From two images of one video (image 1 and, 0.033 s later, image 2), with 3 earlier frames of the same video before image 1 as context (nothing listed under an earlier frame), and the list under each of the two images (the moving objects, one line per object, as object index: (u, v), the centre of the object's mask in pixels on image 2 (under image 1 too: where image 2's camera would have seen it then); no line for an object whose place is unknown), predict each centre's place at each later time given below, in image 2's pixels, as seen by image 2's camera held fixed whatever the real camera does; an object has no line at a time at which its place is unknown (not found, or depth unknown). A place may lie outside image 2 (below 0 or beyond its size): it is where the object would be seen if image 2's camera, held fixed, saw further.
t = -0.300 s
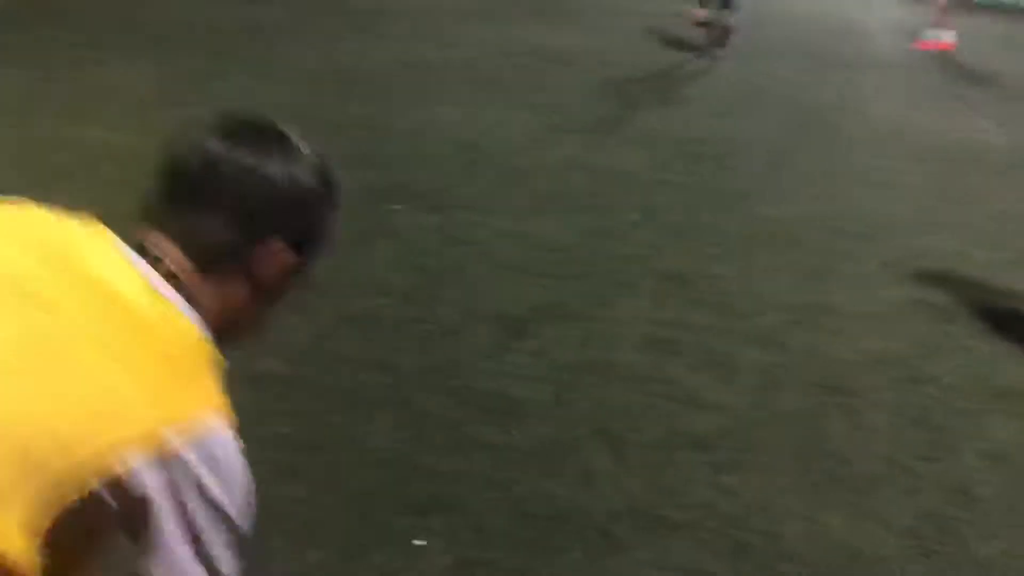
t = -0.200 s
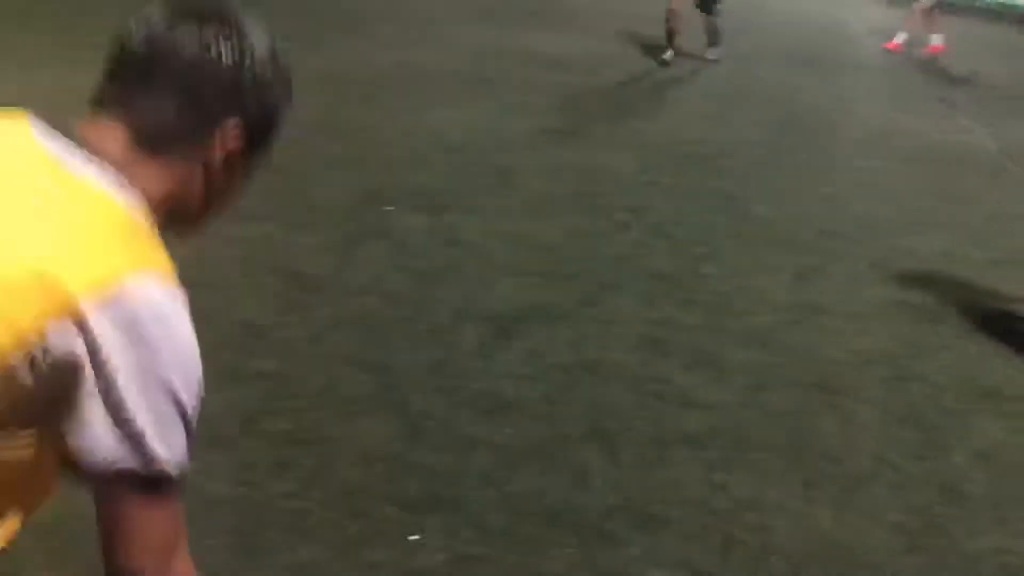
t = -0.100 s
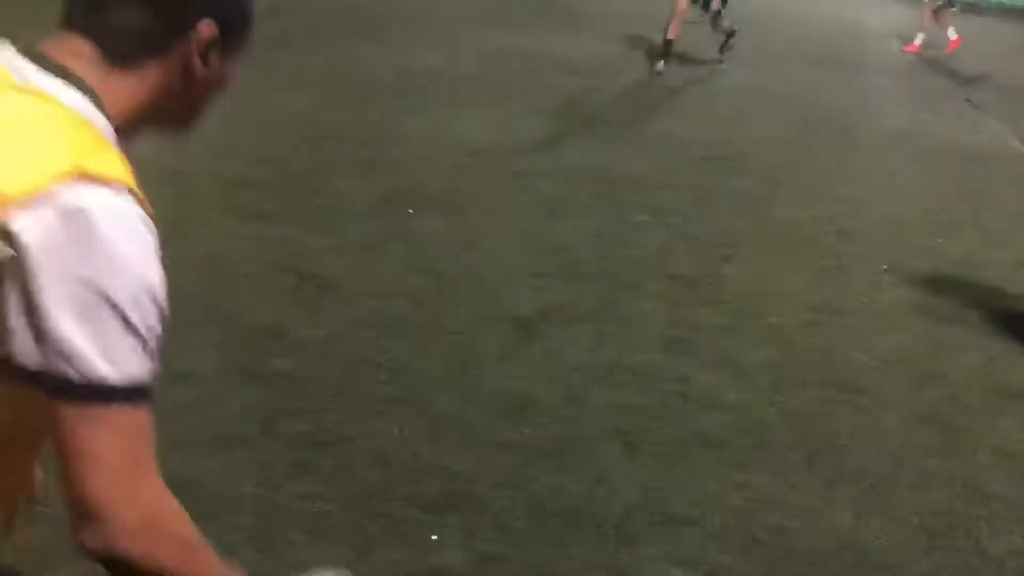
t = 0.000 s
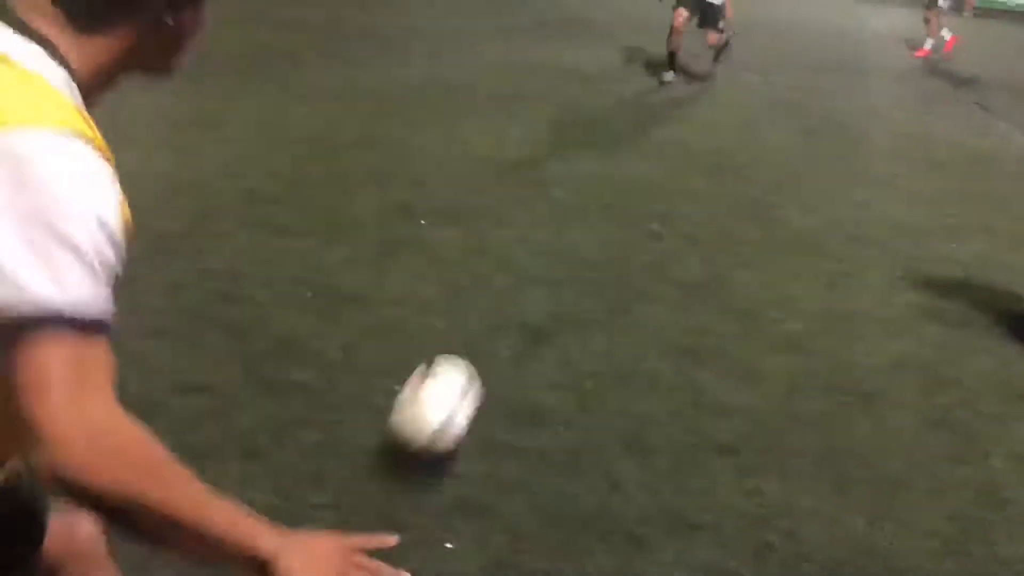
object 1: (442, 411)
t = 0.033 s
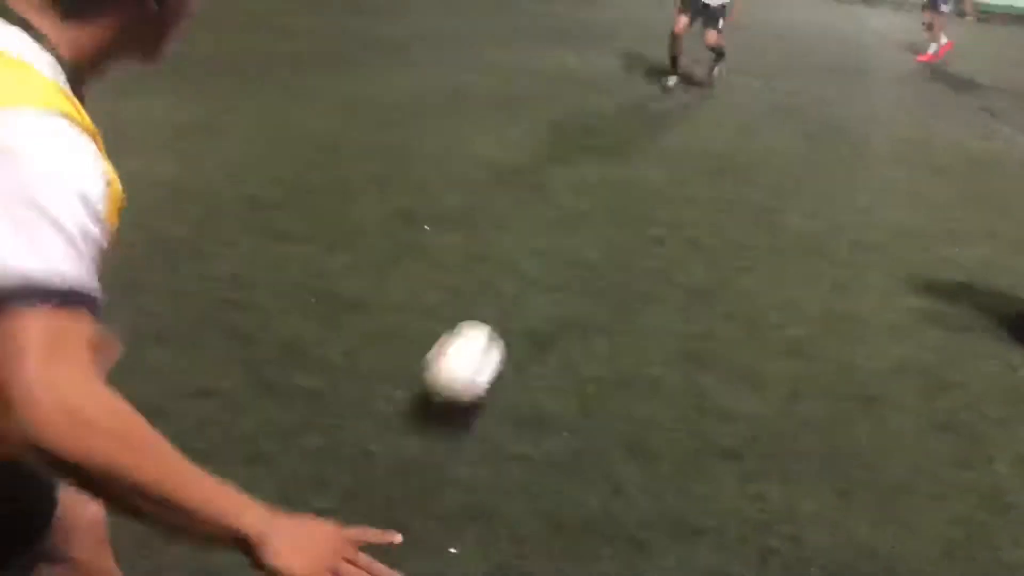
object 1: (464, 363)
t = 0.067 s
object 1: (486, 327)
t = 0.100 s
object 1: (500, 301)
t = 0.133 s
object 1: (512, 282)
